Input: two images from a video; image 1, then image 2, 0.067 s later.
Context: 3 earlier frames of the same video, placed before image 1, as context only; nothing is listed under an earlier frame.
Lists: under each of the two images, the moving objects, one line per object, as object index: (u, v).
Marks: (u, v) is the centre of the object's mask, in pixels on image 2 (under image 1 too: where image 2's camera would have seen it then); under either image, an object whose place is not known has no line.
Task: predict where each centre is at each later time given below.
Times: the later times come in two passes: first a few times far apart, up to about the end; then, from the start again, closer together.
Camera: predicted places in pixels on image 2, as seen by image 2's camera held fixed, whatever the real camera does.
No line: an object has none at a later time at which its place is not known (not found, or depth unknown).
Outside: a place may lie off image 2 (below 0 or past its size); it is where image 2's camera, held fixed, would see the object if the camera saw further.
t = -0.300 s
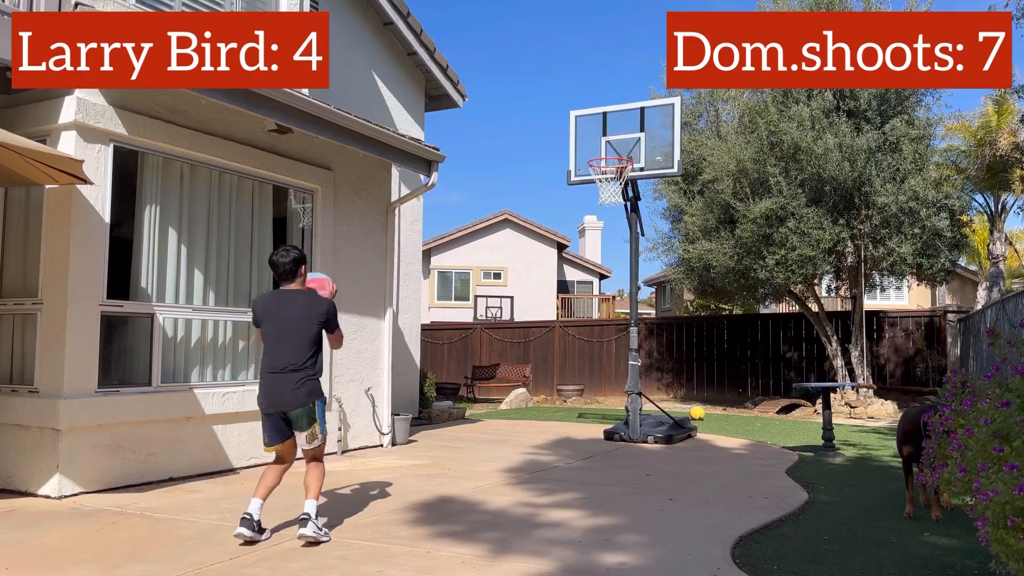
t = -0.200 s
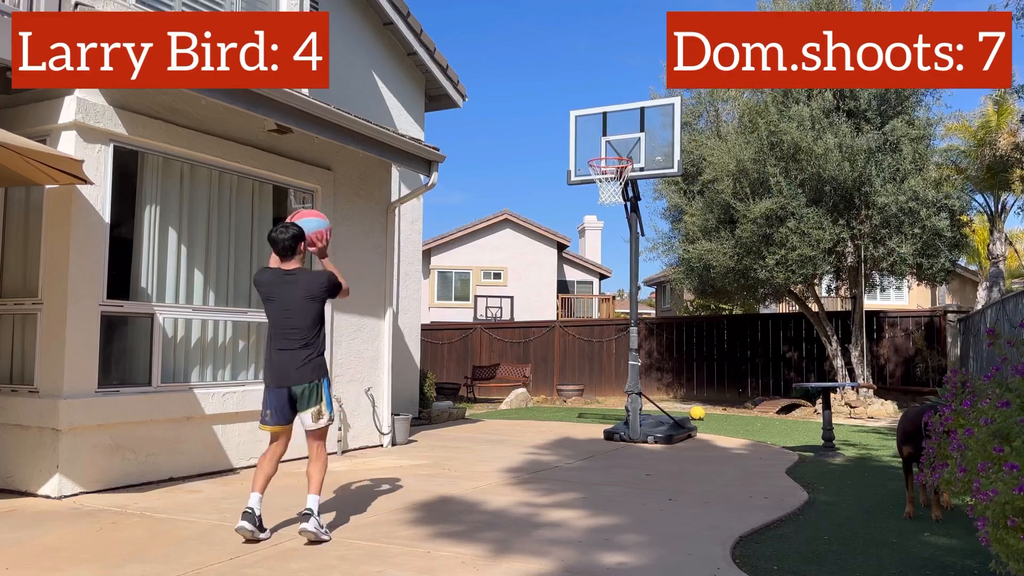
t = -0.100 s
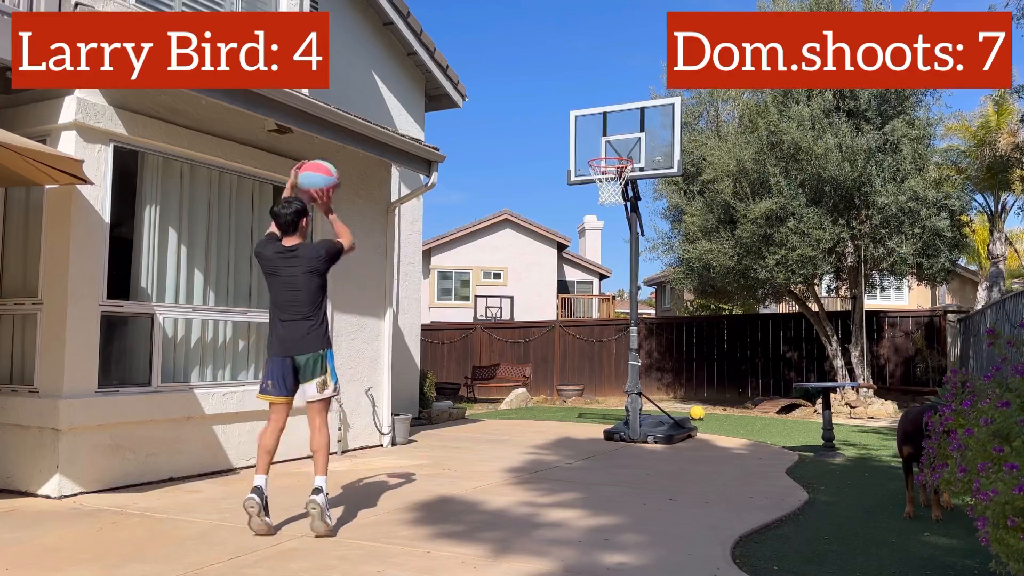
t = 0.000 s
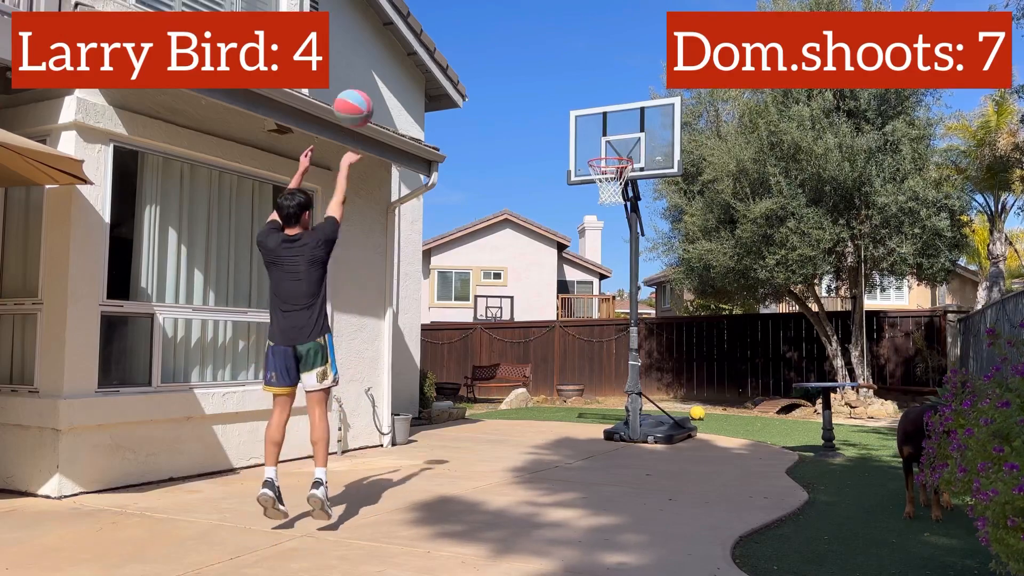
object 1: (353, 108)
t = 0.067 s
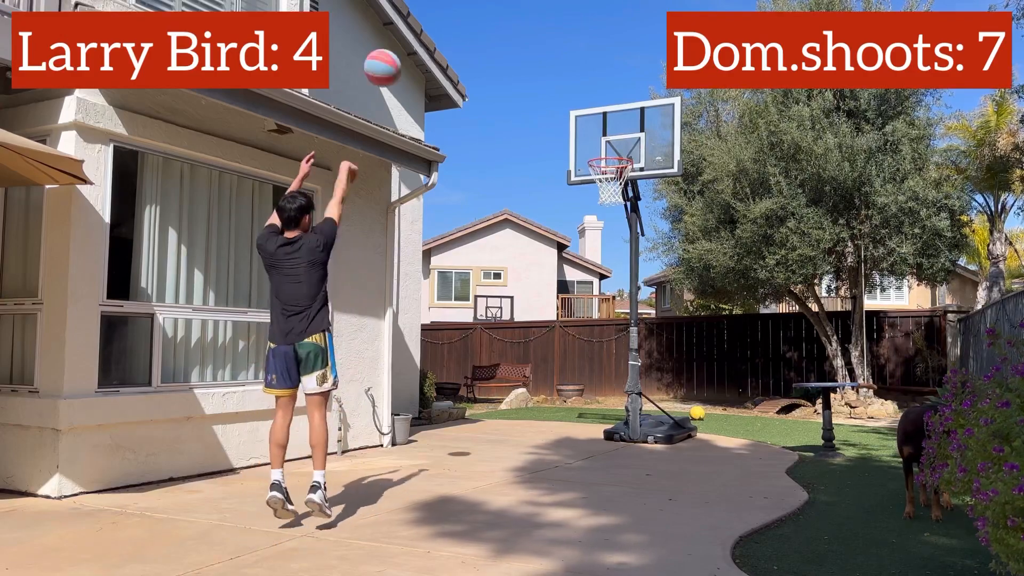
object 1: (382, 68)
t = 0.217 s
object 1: (438, 13)
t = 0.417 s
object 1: (497, 3)
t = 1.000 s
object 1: (607, 152)
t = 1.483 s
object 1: (620, 274)
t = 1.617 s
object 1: (610, 331)
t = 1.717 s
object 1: (603, 386)
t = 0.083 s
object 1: (388, 59)
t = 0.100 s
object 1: (396, 51)
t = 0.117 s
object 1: (402, 44)
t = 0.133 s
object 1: (409, 37)
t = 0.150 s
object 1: (415, 31)
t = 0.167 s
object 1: (421, 25)
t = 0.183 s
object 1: (426, 19)
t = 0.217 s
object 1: (438, 13)
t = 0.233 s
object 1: (443, 11)
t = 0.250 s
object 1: (449, 9)
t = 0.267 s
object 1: (454, 8)
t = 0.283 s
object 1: (460, 6)
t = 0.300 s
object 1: (465, 6)
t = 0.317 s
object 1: (469, 5)
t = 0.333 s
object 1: (474, 4)
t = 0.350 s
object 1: (479, 4)
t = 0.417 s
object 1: (497, 3)
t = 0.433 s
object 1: (501, 3)
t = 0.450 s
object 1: (505, 4)
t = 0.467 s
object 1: (509, 4)
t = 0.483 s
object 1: (513, 5)
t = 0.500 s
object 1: (517, 5)
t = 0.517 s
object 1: (521, 6)
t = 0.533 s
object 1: (524, 7)
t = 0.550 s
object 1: (528, 8)
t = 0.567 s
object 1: (532, 10)
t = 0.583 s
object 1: (535, 11)
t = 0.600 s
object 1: (539, 13)
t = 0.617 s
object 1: (542, 16)
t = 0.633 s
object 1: (545, 20)
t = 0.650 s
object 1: (549, 25)
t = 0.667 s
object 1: (552, 29)
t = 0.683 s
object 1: (556, 33)
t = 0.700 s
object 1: (559, 38)
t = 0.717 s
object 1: (562, 43)
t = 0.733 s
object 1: (565, 48)
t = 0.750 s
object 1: (568, 53)
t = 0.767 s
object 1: (571, 59)
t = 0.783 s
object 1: (573, 65)
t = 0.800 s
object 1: (576, 71)
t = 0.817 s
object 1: (579, 77)
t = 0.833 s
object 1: (582, 83)
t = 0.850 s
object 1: (585, 89)
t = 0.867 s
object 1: (587, 96)
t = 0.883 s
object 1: (590, 102)
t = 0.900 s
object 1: (592, 109)
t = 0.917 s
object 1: (595, 116)
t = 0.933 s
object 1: (597, 124)
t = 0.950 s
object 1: (600, 131)
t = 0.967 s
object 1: (602, 138)
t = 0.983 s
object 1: (604, 146)
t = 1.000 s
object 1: (607, 152)
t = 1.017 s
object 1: (609, 162)
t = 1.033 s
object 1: (611, 169)
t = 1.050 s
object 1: (614, 174)
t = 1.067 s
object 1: (616, 182)
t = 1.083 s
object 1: (616, 187)
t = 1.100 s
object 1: (618, 189)
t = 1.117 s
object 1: (618, 191)
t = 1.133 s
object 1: (619, 192)
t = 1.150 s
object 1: (620, 194)
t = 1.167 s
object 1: (621, 196)
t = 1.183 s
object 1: (621, 198)
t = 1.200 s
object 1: (622, 200)
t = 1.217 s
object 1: (622, 203)
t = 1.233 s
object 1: (623, 206)
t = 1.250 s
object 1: (623, 209)
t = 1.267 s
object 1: (624, 212)
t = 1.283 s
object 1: (624, 216)
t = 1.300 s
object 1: (625, 220)
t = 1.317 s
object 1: (625, 224)
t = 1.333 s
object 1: (626, 228)
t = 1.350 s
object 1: (626, 233)
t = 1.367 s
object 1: (626, 237)
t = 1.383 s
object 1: (627, 242)
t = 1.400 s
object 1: (626, 247)
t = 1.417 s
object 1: (625, 252)
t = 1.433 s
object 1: (624, 257)
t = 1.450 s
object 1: (623, 262)
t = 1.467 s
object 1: (622, 268)
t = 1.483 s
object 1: (620, 274)
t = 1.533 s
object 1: (617, 292)
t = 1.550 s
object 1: (616, 301)
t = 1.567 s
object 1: (614, 307)
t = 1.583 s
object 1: (613, 315)
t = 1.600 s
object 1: (611, 323)
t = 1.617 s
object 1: (610, 331)
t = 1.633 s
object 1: (609, 339)
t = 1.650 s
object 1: (607, 348)
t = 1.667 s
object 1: (606, 357)
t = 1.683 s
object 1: (605, 366)
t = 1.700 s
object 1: (604, 375)
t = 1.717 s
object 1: (603, 386)
